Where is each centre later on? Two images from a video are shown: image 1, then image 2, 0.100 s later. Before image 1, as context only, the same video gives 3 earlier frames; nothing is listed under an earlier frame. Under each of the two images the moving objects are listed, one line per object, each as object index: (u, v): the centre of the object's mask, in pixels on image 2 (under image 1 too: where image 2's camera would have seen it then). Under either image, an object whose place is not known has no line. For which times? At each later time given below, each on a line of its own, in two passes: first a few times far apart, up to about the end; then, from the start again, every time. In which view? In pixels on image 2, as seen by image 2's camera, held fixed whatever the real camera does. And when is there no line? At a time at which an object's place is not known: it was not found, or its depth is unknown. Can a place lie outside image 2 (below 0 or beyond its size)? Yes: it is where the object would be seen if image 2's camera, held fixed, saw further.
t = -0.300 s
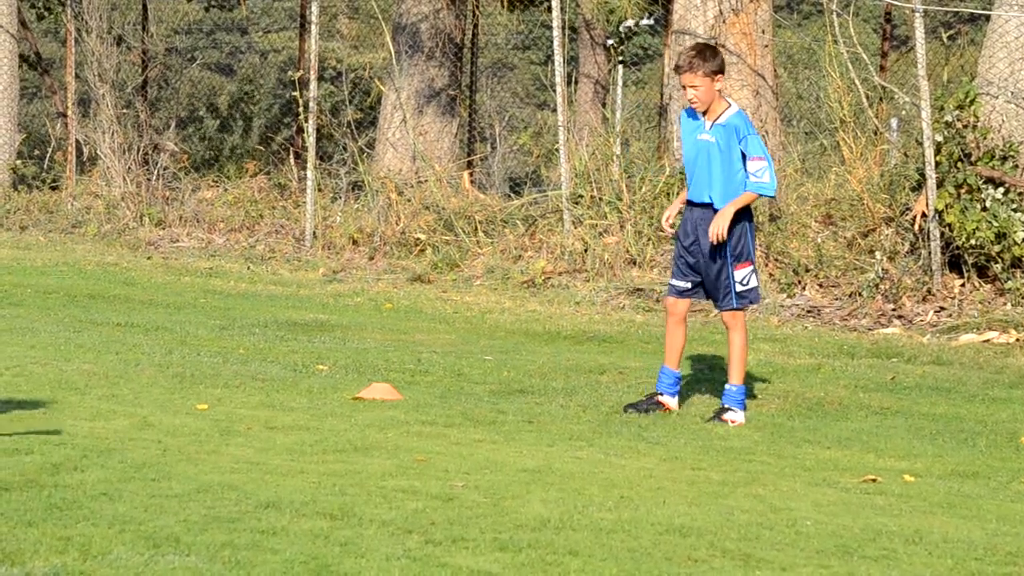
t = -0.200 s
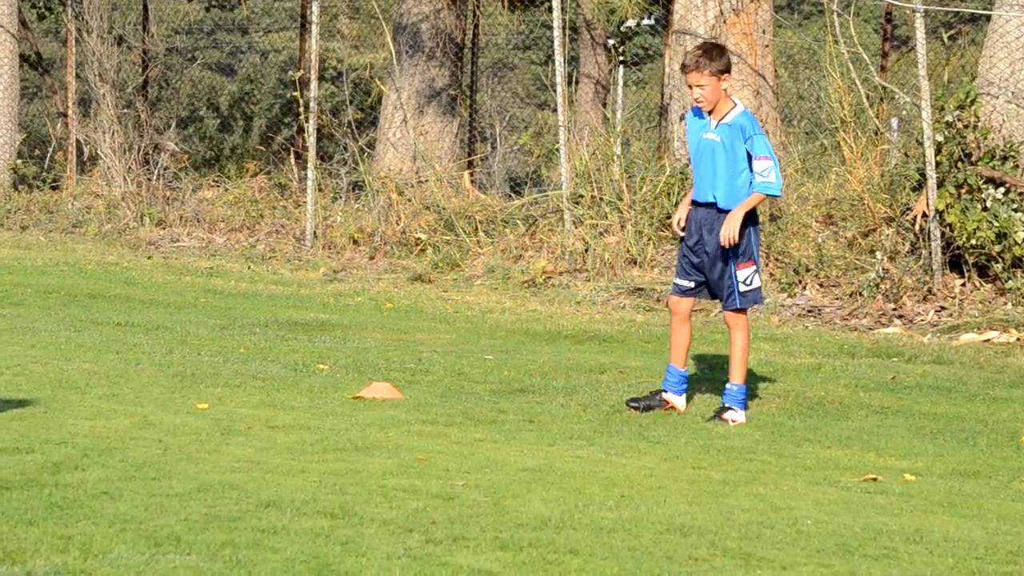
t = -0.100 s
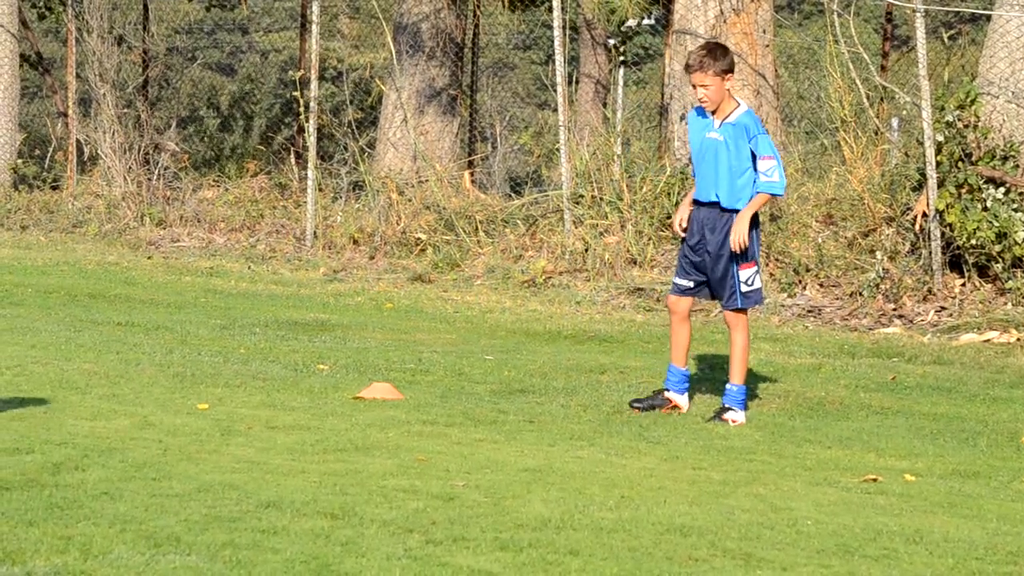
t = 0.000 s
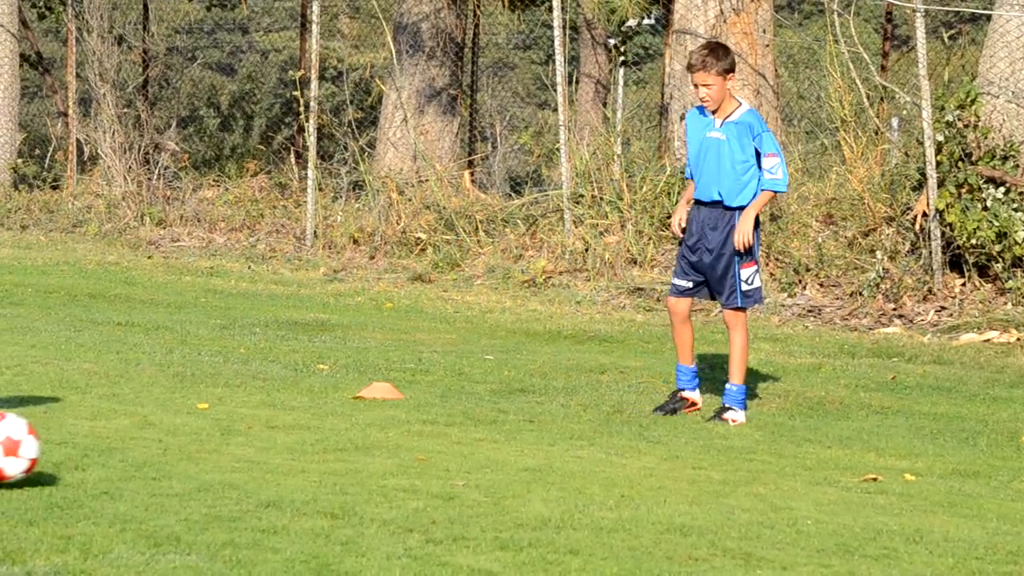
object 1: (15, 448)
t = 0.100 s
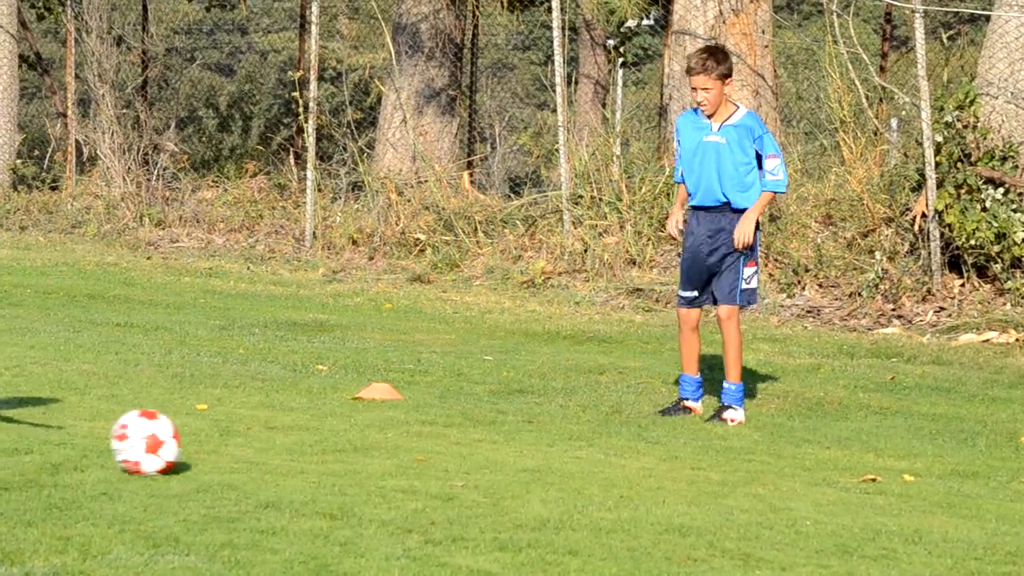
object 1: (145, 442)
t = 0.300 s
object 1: (328, 421)
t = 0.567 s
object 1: (507, 422)
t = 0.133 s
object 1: (189, 446)
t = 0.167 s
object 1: (221, 439)
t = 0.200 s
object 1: (249, 431)
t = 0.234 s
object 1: (275, 426)
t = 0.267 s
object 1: (302, 422)
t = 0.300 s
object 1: (328, 421)
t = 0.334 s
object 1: (355, 426)
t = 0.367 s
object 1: (379, 432)
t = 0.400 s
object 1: (402, 429)
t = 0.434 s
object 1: (423, 422)
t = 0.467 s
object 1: (445, 418)
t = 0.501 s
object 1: (467, 417)
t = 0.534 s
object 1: (488, 419)
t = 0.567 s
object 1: (507, 422)
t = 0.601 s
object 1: (526, 419)
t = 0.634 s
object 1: (546, 416)
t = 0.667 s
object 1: (565, 416)
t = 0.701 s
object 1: (584, 417)
